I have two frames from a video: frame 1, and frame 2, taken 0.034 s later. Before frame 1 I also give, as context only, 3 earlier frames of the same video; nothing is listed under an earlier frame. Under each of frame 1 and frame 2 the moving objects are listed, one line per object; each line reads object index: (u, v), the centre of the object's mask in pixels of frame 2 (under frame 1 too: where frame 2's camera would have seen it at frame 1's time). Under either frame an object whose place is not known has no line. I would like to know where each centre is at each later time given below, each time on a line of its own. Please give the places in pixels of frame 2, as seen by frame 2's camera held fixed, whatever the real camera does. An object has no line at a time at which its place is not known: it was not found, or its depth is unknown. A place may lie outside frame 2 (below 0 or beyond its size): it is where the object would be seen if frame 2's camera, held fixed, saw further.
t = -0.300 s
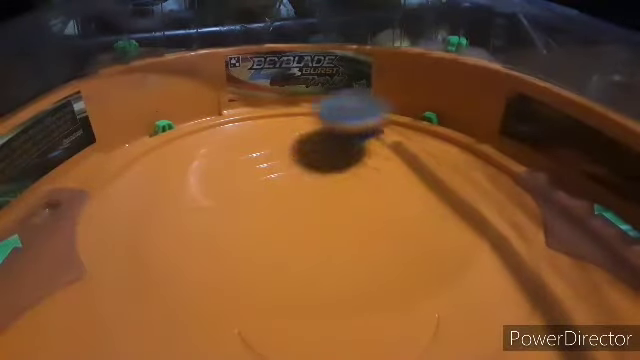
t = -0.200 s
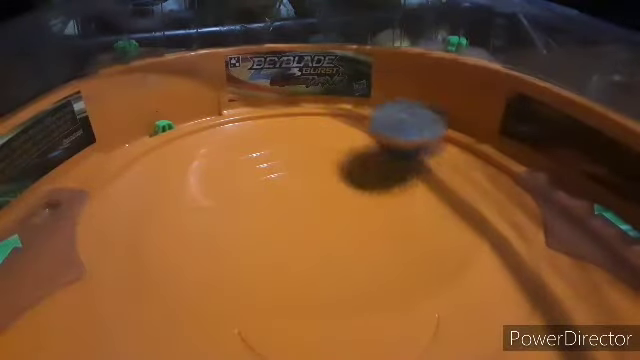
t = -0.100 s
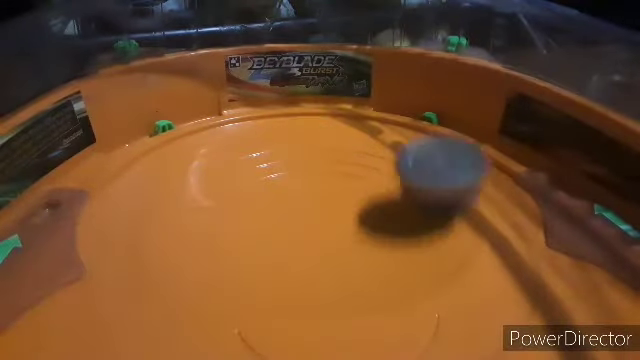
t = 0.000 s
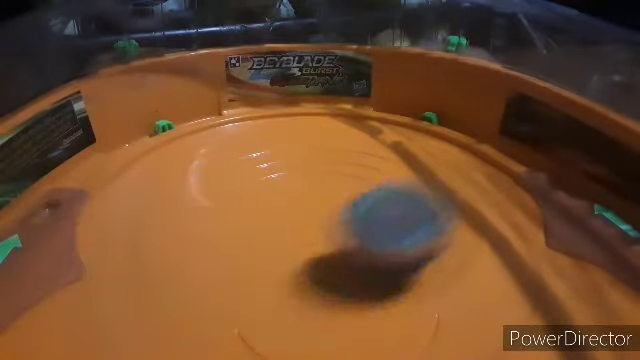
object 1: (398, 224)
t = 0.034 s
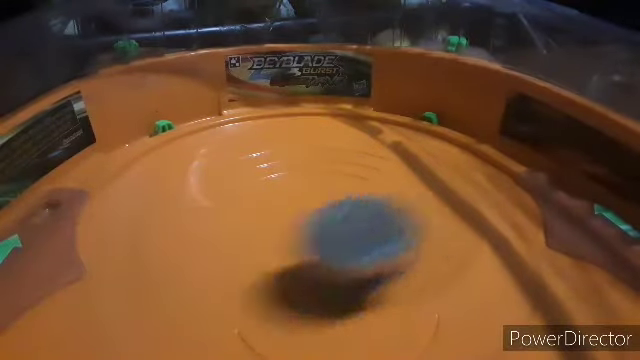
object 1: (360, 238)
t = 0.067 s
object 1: (313, 246)
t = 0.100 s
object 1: (256, 249)
